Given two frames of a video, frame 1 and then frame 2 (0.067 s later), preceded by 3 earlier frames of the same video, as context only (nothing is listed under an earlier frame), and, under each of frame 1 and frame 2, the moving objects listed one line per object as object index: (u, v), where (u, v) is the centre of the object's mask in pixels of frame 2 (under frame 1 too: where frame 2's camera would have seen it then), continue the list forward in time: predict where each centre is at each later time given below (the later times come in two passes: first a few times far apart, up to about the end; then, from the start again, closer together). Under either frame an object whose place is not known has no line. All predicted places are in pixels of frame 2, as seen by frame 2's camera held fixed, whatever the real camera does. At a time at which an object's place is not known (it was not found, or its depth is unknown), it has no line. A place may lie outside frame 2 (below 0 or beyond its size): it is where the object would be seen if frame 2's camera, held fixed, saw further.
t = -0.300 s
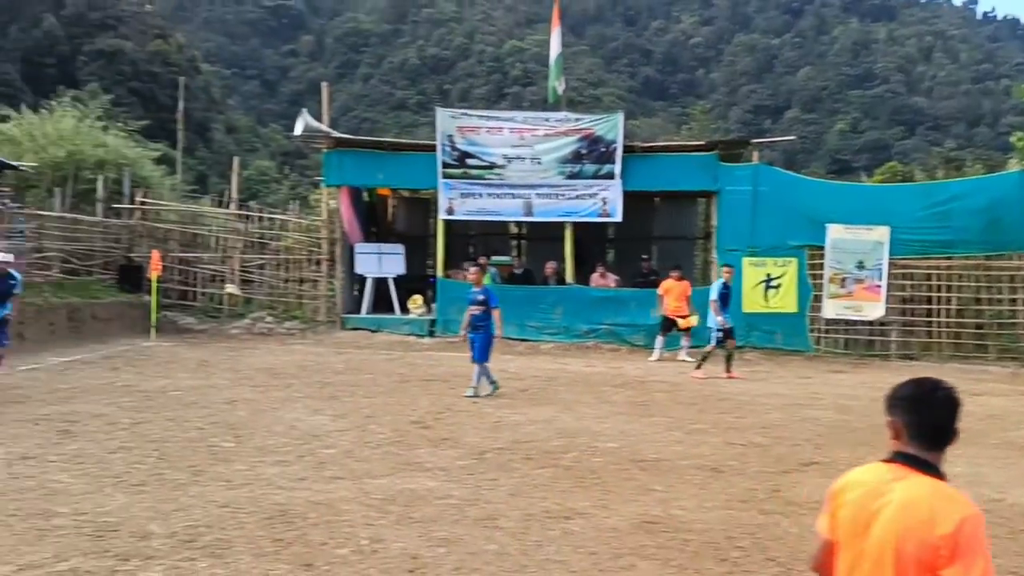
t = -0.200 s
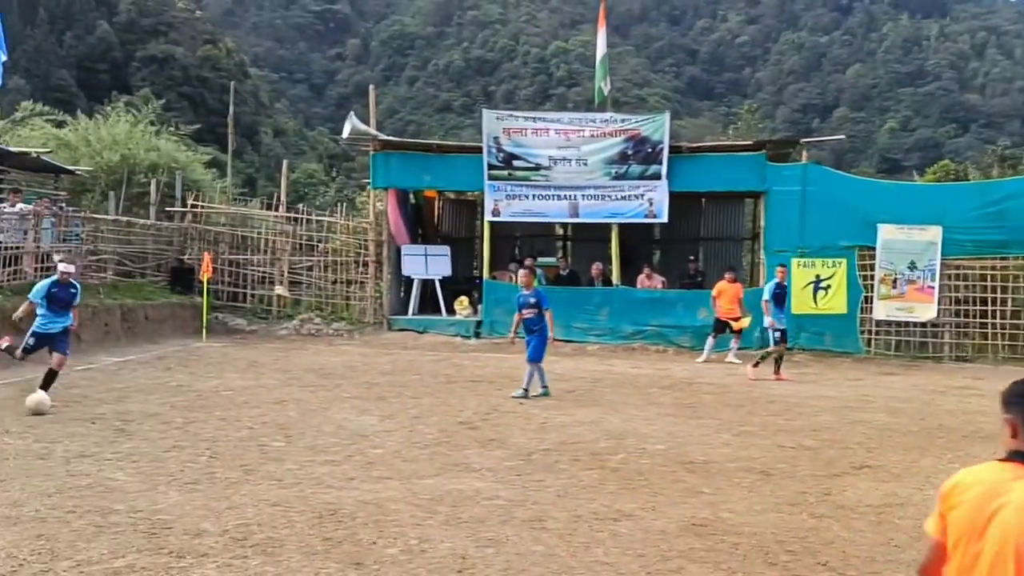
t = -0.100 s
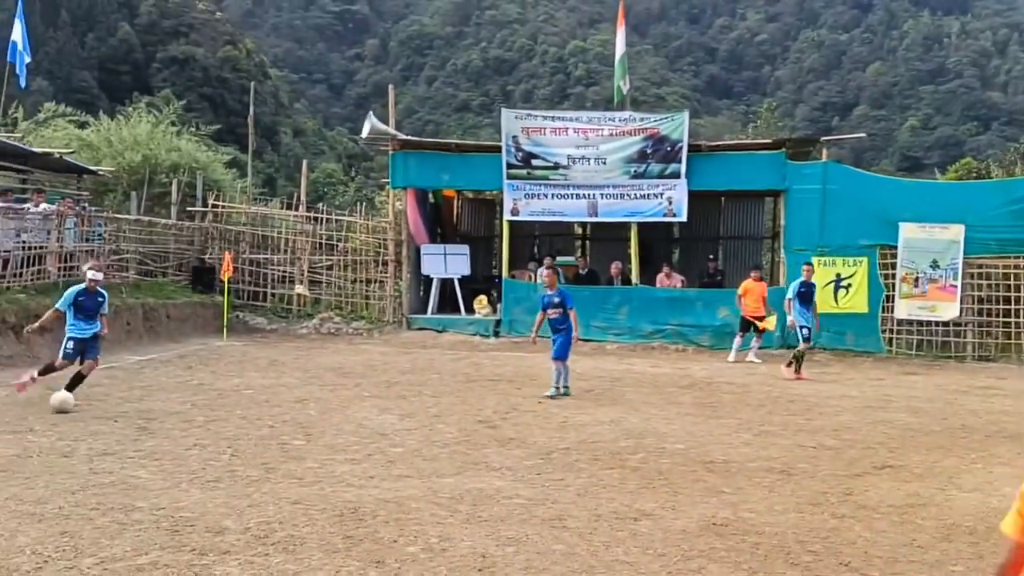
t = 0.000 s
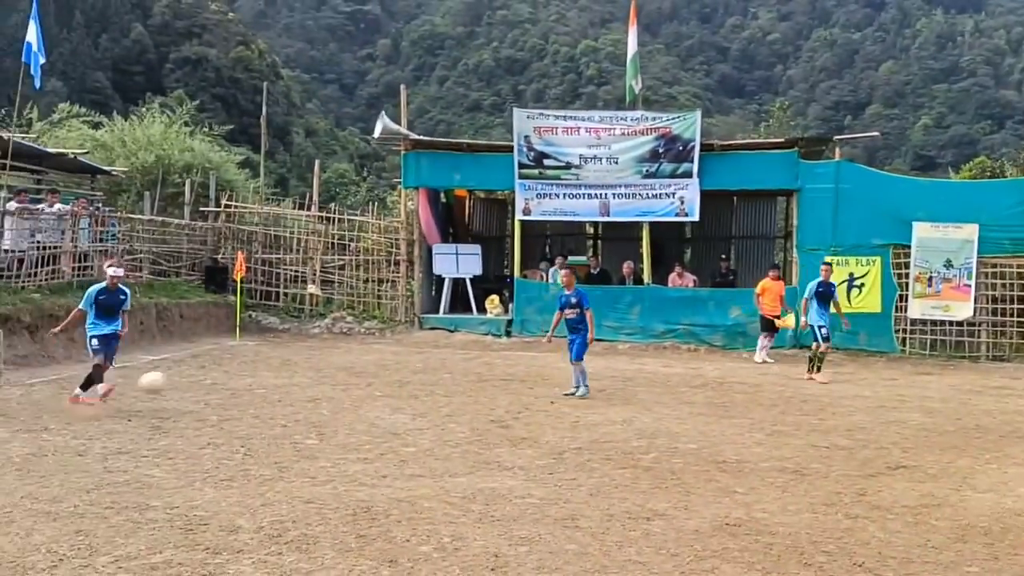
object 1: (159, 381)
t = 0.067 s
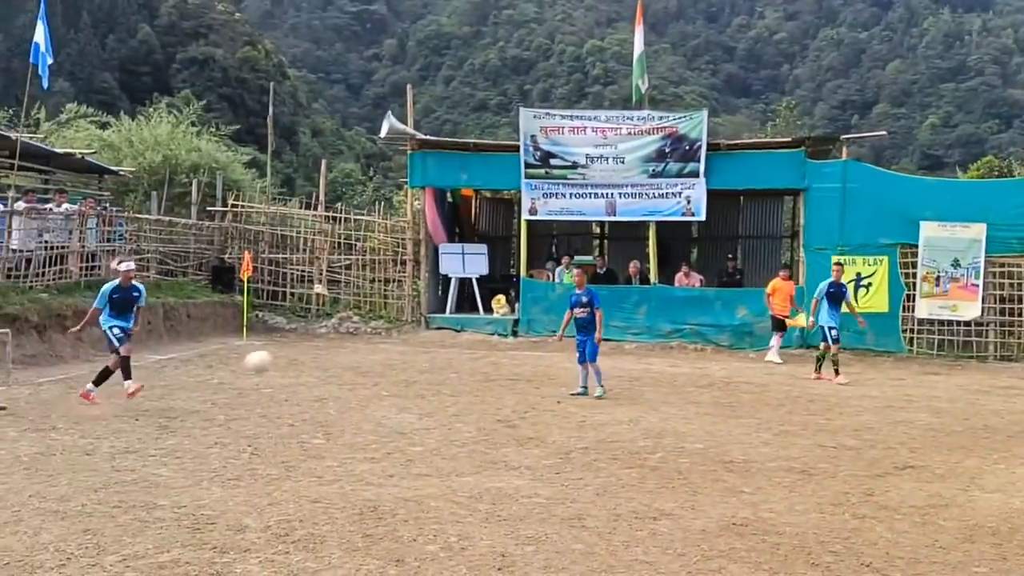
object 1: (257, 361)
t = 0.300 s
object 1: (629, 316)
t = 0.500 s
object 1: (962, 315)
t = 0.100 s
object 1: (309, 352)
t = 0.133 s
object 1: (361, 343)
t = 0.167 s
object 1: (413, 335)
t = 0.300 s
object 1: (629, 316)
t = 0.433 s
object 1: (850, 312)
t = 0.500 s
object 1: (962, 315)
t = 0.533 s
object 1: (1016, 320)
